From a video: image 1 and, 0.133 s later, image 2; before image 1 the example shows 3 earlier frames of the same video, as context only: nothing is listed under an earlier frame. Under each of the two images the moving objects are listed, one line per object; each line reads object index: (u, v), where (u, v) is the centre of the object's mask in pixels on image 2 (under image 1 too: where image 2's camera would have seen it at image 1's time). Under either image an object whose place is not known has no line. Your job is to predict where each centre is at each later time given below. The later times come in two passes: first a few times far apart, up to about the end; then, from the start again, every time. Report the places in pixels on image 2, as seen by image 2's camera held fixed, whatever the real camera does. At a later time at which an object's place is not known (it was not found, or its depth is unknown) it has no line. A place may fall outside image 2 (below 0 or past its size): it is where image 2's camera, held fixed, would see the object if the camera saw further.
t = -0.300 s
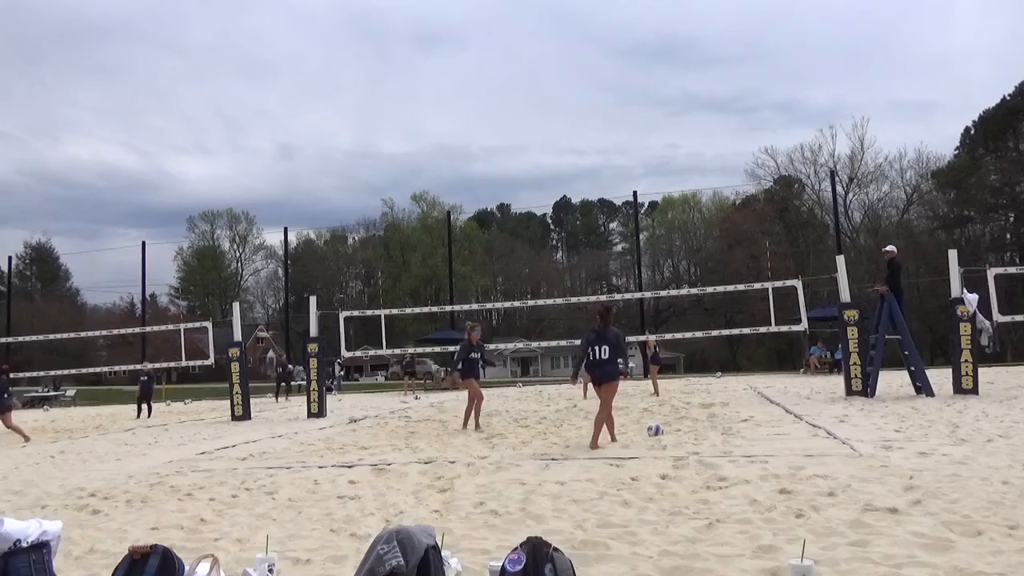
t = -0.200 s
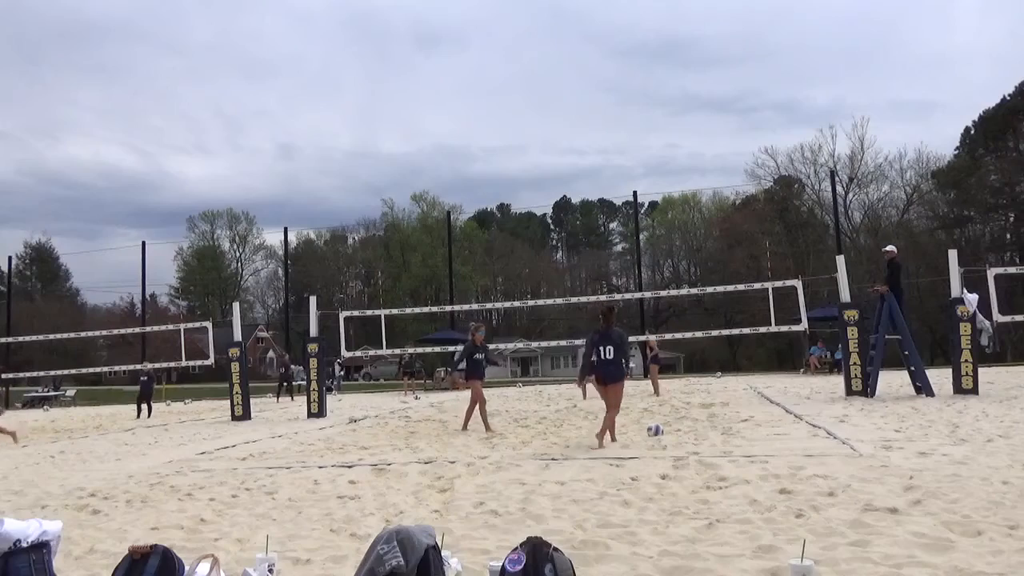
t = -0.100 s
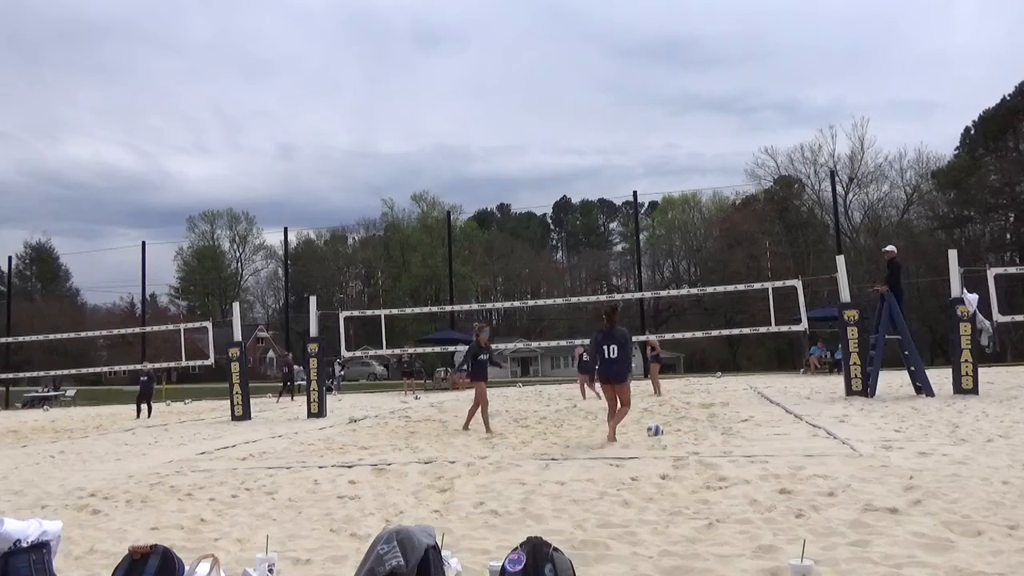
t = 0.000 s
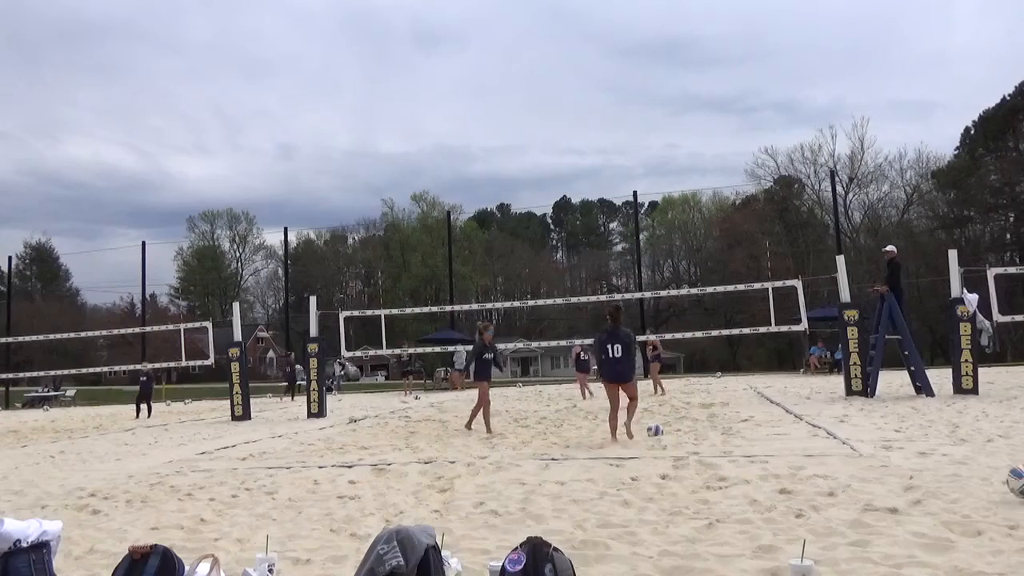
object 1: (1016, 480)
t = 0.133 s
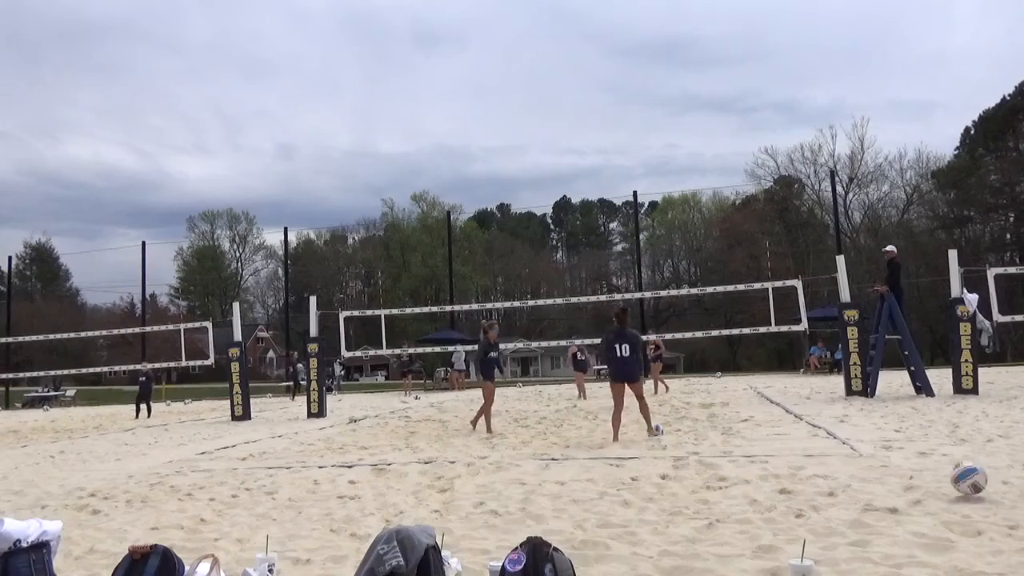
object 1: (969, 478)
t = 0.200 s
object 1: (942, 482)
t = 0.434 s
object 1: (873, 478)
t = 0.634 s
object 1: (828, 476)
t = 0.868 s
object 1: (797, 474)
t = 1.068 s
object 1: (772, 475)
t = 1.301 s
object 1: (753, 472)
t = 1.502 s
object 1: (740, 472)
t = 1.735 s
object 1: (725, 476)
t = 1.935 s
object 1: (724, 476)
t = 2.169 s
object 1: (724, 476)
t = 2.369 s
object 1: (724, 476)
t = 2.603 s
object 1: (725, 476)
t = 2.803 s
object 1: (725, 476)
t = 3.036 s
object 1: (724, 476)
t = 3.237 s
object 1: (725, 476)
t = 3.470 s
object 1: (724, 476)
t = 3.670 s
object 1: (725, 476)
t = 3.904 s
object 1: (725, 476)
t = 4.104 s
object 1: (725, 476)
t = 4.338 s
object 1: (725, 476)
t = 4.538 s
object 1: (725, 476)
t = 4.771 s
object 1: (725, 476)
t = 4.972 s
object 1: (724, 476)
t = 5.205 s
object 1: (725, 476)
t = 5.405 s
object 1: (725, 476)
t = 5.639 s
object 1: (724, 476)
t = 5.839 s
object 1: (724, 476)
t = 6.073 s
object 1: (724, 476)
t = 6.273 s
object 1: (724, 476)
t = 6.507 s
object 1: (724, 476)
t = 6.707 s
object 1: (724, 476)
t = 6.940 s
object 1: (724, 476)
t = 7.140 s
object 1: (724, 476)
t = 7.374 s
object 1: (724, 476)
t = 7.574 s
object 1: (724, 476)
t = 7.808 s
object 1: (724, 476)
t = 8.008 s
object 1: (724, 476)
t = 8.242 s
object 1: (724, 476)
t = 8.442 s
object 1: (724, 476)
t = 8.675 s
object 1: (724, 476)
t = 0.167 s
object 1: (956, 481)
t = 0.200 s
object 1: (942, 482)
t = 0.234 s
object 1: (932, 476)
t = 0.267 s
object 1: (920, 474)
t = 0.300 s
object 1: (910, 475)
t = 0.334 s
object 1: (900, 477)
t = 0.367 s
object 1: (891, 479)
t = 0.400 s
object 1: (881, 478)
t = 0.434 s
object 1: (873, 478)
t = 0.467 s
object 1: (864, 479)
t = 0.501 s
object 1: (856, 480)
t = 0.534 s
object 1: (848, 479)
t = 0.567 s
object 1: (841, 478)
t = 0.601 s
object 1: (834, 478)
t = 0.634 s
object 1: (828, 476)
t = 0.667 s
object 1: (823, 475)
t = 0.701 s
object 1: (818, 474)
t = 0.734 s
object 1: (814, 473)
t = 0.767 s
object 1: (809, 473)
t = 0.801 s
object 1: (805, 473)
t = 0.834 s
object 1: (801, 473)
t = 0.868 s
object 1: (797, 474)
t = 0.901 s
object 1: (792, 475)
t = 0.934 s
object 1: (789, 474)
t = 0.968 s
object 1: (785, 473)
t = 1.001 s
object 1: (780, 473)
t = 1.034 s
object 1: (776, 474)
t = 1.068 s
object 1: (772, 475)
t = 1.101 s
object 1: (768, 475)
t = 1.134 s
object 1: (765, 475)
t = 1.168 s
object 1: (763, 474)
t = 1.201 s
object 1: (760, 473)
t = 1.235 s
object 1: (758, 473)
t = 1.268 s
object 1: (756, 472)
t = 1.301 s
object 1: (753, 472)
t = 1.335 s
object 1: (751, 472)
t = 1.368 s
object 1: (748, 472)
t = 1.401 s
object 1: (746, 472)
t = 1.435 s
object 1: (744, 472)
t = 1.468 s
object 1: (742, 472)
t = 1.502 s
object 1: (740, 472)
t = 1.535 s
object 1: (738, 472)
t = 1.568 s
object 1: (736, 472)
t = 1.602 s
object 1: (734, 472)
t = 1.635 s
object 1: (732, 473)
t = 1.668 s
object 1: (729, 473)
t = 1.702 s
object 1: (727, 475)
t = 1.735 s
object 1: (725, 476)
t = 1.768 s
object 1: (723, 475)
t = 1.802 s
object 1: (723, 475)
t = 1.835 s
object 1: (722, 475)
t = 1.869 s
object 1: (722, 475)
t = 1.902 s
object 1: (723, 476)
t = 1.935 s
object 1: (724, 476)
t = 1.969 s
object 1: (725, 476)
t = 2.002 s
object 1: (726, 476)
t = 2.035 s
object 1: (726, 476)
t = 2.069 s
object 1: (726, 476)
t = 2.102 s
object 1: (725, 476)
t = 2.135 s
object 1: (725, 476)
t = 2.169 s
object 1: (724, 476)
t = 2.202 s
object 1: (724, 476)
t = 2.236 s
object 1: (724, 476)
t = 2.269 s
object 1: (724, 476)
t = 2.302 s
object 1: (724, 476)
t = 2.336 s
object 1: (724, 476)
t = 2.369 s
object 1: (724, 476)
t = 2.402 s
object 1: (725, 476)
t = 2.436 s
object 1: (724, 476)
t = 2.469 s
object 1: (724, 476)
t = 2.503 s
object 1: (725, 476)
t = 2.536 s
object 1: (725, 476)
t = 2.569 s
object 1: (725, 476)
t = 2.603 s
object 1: (725, 476)
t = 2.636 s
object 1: (725, 476)
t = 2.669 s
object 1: (725, 476)
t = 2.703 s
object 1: (725, 476)
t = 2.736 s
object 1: (725, 476)
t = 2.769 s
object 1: (725, 476)
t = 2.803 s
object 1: (725, 476)
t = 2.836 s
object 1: (724, 476)
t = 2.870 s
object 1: (724, 476)
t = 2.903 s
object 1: (725, 476)
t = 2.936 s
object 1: (724, 476)
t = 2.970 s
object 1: (725, 476)
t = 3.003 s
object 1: (724, 476)
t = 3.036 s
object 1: (724, 476)
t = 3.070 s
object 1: (725, 476)
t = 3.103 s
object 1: (725, 476)
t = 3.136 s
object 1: (724, 476)
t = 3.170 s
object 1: (725, 476)
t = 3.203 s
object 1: (724, 476)
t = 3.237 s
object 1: (725, 476)
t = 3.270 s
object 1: (725, 476)
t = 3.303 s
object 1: (725, 476)
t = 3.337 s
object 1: (724, 476)
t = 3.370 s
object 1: (724, 476)
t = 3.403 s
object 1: (724, 476)
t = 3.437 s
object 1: (724, 476)
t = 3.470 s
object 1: (724, 476)
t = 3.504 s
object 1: (724, 476)
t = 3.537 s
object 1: (725, 476)
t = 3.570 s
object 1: (725, 476)
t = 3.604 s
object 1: (724, 476)
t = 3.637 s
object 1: (725, 476)
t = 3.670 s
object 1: (725, 476)
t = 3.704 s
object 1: (724, 476)
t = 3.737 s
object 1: (724, 476)
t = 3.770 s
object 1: (724, 476)
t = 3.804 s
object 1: (725, 476)
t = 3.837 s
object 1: (725, 476)
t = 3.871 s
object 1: (725, 476)
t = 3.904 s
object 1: (725, 476)
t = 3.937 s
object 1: (725, 476)
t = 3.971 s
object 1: (725, 476)
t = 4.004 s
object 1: (725, 476)
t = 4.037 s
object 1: (725, 476)
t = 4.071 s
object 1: (725, 476)
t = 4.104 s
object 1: (725, 476)
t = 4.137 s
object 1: (725, 476)
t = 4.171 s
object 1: (725, 476)
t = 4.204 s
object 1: (725, 476)
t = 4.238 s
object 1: (724, 476)
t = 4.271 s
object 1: (725, 476)
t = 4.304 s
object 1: (725, 476)
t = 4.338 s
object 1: (725, 476)
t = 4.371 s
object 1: (725, 476)
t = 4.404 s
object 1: (725, 476)
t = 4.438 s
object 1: (725, 476)
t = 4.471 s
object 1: (725, 476)
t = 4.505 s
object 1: (725, 476)
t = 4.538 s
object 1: (725, 476)
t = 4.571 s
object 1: (725, 476)
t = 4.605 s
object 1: (725, 476)
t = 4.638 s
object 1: (725, 476)
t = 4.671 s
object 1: (725, 476)
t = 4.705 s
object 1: (725, 476)
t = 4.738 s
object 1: (725, 476)
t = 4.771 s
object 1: (725, 476)
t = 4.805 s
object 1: (725, 476)
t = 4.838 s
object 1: (724, 476)
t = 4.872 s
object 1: (724, 476)
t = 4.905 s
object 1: (724, 476)
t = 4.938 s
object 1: (724, 476)
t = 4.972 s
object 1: (724, 476)
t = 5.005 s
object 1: (724, 476)
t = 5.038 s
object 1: (724, 476)
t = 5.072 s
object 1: (724, 476)
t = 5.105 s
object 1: (724, 476)
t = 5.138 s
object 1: (724, 476)
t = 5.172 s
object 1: (724, 476)
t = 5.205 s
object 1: (725, 476)
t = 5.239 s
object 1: (724, 476)
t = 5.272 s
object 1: (725, 476)
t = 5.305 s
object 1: (724, 476)
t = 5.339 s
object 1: (724, 476)
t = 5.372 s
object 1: (724, 476)
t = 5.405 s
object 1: (725, 476)
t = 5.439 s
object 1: (724, 476)
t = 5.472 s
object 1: (725, 476)
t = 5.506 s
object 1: (724, 476)
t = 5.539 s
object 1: (724, 476)
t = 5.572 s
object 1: (724, 476)
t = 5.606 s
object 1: (725, 476)
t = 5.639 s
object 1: (724, 476)
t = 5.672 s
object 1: (725, 476)
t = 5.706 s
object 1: (724, 476)
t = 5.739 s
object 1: (724, 476)
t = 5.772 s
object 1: (724, 476)
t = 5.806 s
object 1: (725, 476)
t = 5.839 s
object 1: (724, 476)
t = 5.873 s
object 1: (724, 476)
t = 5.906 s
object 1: (724, 476)
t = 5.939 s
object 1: (724, 476)
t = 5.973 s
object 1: (724, 476)
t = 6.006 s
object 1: (725, 476)
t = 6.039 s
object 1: (724, 476)
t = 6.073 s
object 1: (724, 476)
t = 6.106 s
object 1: (724, 476)
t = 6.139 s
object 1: (724, 476)
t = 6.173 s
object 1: (724, 476)
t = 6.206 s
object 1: (724, 476)
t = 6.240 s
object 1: (724, 476)
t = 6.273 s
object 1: (724, 476)
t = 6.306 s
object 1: (724, 476)
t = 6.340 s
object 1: (724, 476)
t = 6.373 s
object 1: (724, 476)
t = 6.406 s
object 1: (724, 476)
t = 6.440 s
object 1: (724, 476)
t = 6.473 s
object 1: (724, 476)
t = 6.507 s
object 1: (724, 476)
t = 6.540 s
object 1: (724, 476)
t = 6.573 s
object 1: (724, 476)
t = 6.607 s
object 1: (724, 476)
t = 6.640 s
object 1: (724, 476)
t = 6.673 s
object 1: (724, 476)
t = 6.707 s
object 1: (724, 476)
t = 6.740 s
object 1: (724, 476)
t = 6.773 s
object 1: (724, 476)
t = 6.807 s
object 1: (724, 476)
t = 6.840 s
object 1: (724, 476)
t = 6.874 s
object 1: (724, 476)
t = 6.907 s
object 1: (724, 476)
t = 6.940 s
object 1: (724, 476)
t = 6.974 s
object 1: (724, 476)
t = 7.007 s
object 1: (724, 476)
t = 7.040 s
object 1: (724, 476)
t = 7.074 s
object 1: (724, 476)
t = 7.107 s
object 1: (724, 476)
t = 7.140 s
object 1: (724, 476)
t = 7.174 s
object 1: (724, 476)
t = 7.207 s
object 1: (724, 476)
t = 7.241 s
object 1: (724, 476)
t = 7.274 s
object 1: (724, 476)
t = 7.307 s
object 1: (724, 476)
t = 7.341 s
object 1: (724, 476)
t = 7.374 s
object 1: (724, 476)
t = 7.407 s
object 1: (724, 476)
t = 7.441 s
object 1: (724, 476)
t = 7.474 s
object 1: (724, 476)
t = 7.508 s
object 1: (724, 476)
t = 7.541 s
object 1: (724, 476)
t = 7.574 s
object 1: (724, 476)
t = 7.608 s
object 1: (724, 476)
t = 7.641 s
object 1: (724, 476)
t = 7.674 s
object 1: (724, 476)
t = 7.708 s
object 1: (724, 476)
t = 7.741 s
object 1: (724, 476)
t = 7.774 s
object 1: (724, 476)
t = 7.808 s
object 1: (724, 476)
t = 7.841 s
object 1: (724, 476)
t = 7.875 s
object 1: (724, 476)
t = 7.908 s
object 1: (724, 476)
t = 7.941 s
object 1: (724, 476)
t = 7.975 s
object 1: (724, 476)
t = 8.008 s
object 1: (724, 476)
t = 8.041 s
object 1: (724, 476)
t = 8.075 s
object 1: (724, 476)
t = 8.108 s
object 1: (724, 476)
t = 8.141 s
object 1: (724, 476)
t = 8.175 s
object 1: (724, 476)
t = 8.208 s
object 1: (724, 476)
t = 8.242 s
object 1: (724, 476)
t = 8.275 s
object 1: (724, 476)
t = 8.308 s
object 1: (724, 476)
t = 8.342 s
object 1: (724, 476)
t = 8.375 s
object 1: (724, 476)
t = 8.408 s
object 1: (724, 476)
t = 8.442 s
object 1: (724, 476)
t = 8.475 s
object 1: (724, 476)
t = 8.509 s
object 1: (724, 476)
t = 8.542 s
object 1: (724, 476)
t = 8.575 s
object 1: (724, 476)
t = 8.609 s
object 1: (724, 476)
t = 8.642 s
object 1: (724, 476)
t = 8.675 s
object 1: (724, 476)
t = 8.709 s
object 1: (724, 476)
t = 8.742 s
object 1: (724, 476)
